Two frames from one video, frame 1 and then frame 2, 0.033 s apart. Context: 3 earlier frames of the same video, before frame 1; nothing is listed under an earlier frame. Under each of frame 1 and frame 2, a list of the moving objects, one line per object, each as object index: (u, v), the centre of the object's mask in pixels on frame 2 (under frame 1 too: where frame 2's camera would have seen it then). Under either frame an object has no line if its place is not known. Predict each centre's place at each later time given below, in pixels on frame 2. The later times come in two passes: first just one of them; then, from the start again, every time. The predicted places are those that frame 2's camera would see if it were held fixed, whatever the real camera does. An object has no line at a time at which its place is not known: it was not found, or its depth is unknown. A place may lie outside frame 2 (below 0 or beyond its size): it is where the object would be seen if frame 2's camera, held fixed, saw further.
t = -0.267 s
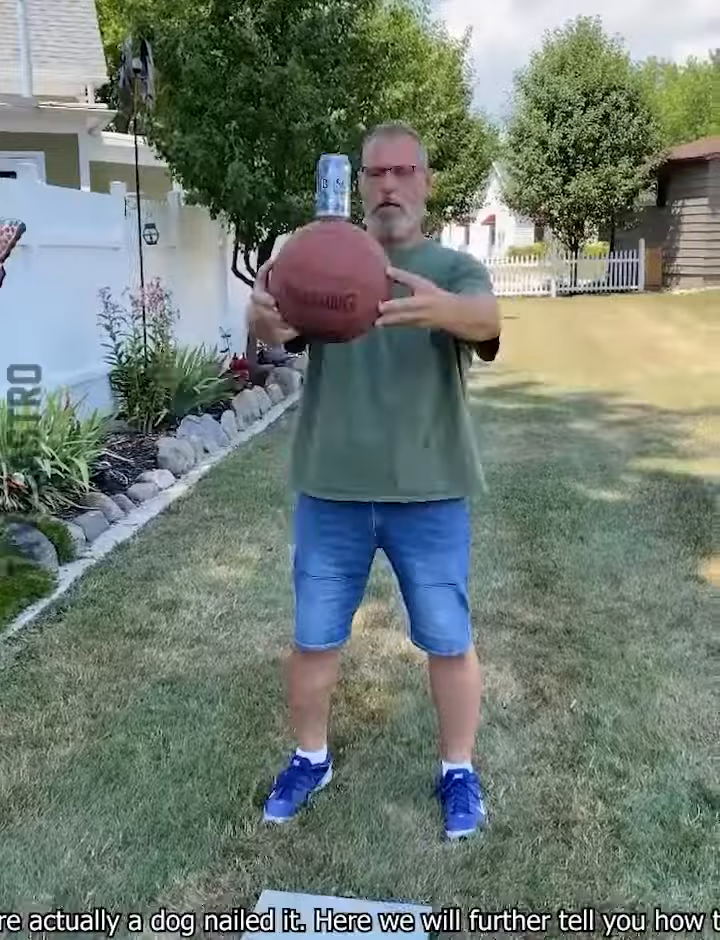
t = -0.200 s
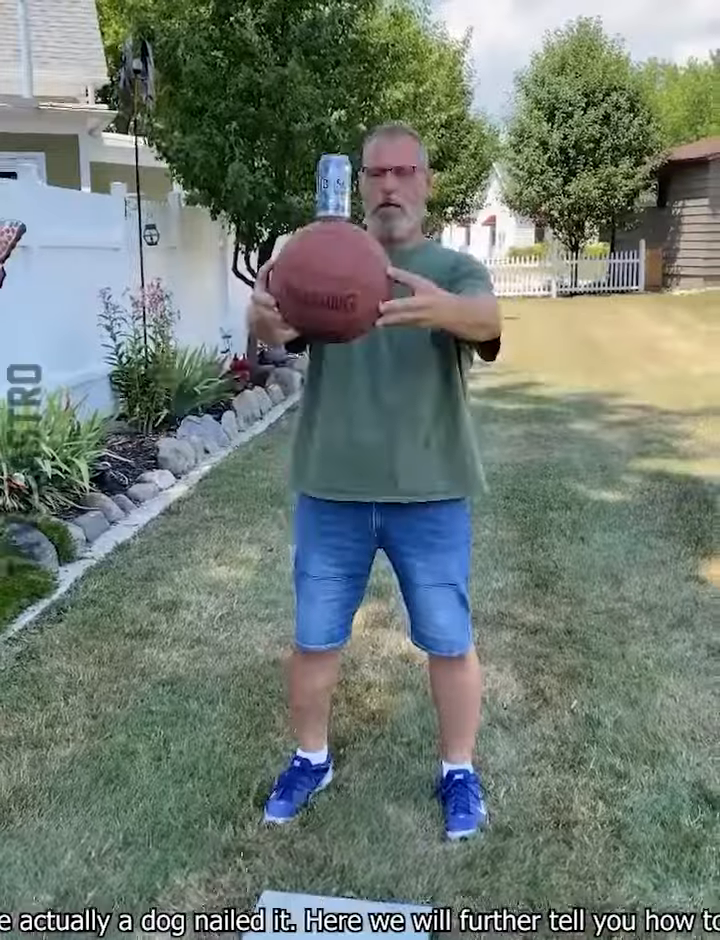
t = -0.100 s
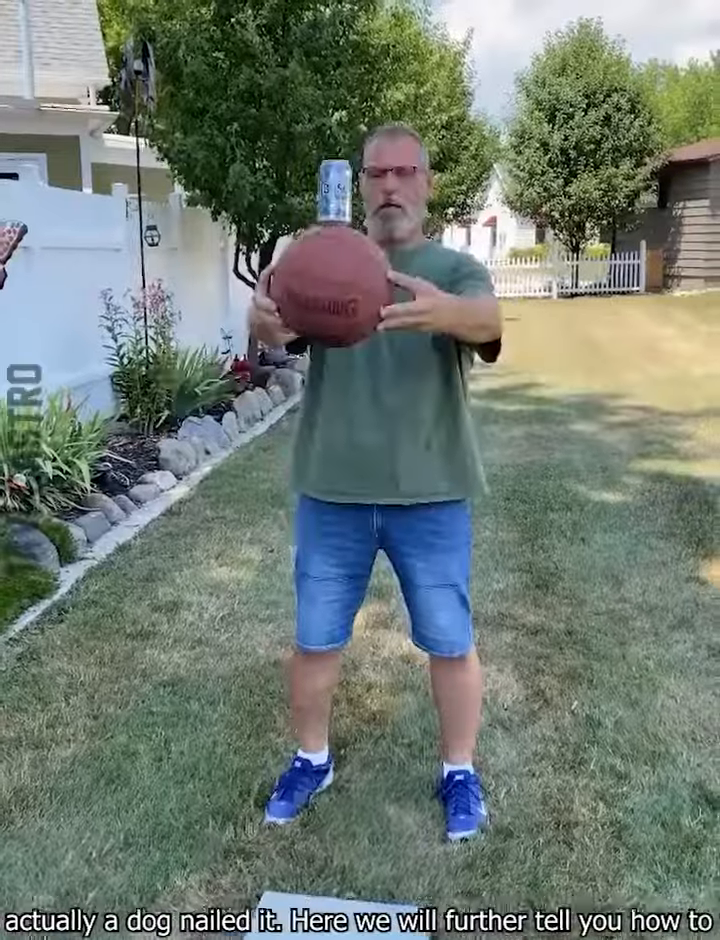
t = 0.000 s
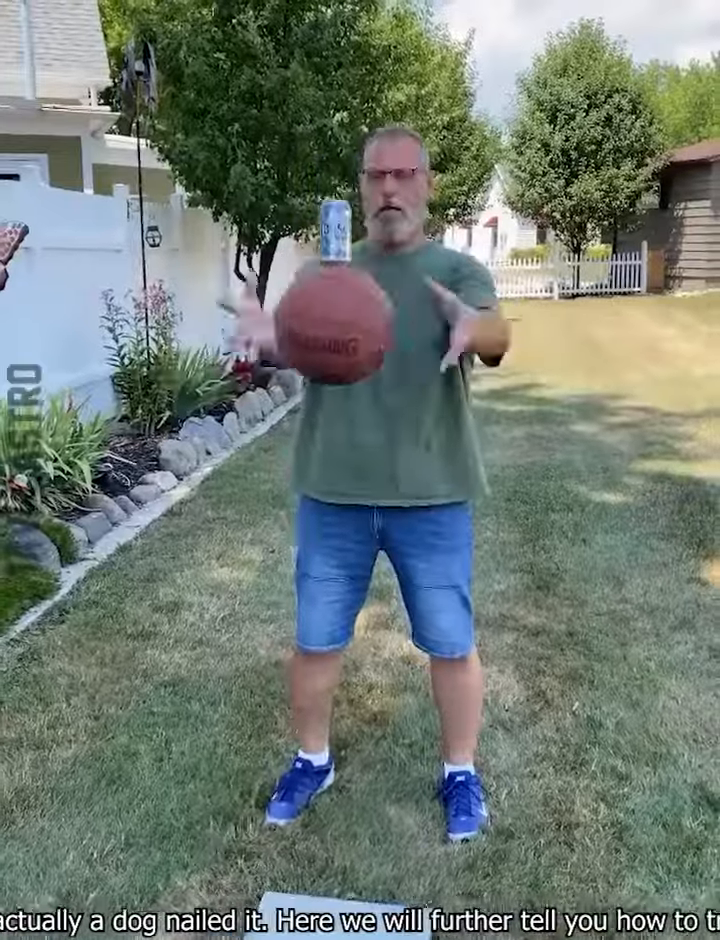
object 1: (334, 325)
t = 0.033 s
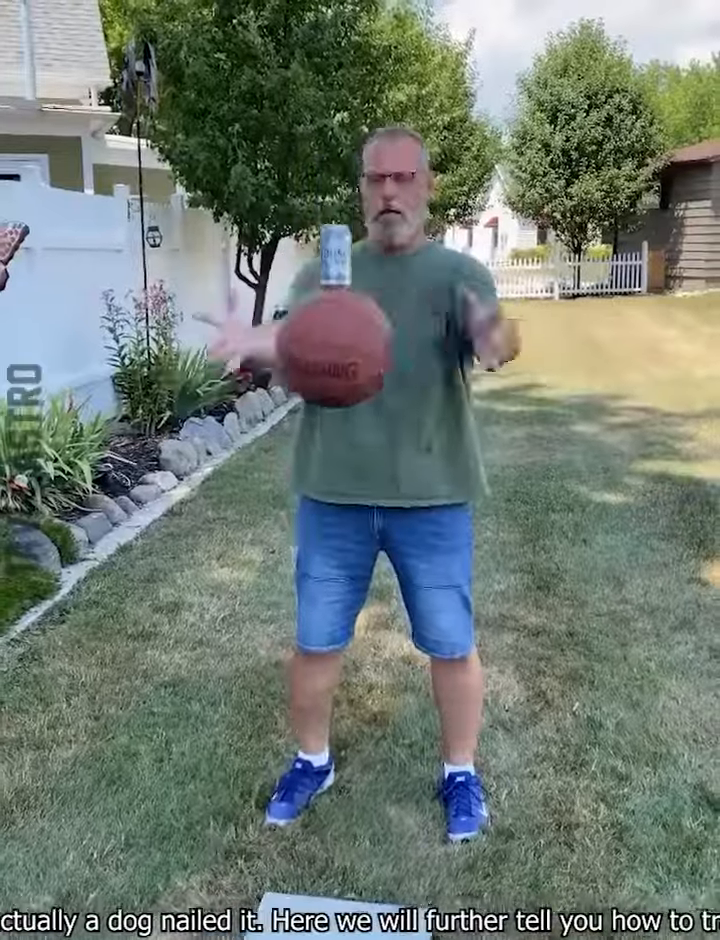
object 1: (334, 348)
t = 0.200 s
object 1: (339, 536)
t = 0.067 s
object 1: (336, 376)
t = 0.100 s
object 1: (336, 409)
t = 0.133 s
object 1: (339, 447)
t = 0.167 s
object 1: (339, 489)
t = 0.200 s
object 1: (339, 536)
